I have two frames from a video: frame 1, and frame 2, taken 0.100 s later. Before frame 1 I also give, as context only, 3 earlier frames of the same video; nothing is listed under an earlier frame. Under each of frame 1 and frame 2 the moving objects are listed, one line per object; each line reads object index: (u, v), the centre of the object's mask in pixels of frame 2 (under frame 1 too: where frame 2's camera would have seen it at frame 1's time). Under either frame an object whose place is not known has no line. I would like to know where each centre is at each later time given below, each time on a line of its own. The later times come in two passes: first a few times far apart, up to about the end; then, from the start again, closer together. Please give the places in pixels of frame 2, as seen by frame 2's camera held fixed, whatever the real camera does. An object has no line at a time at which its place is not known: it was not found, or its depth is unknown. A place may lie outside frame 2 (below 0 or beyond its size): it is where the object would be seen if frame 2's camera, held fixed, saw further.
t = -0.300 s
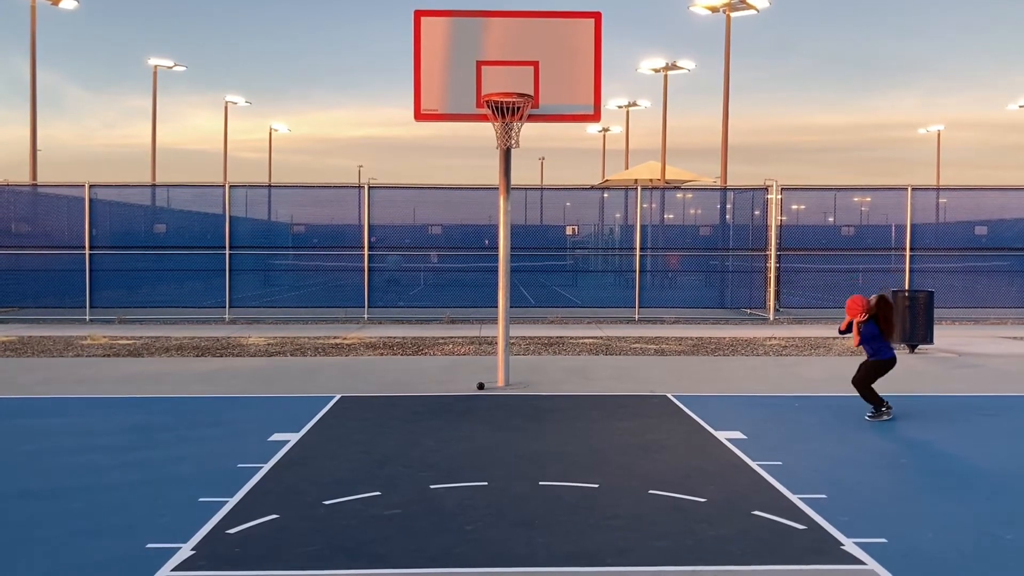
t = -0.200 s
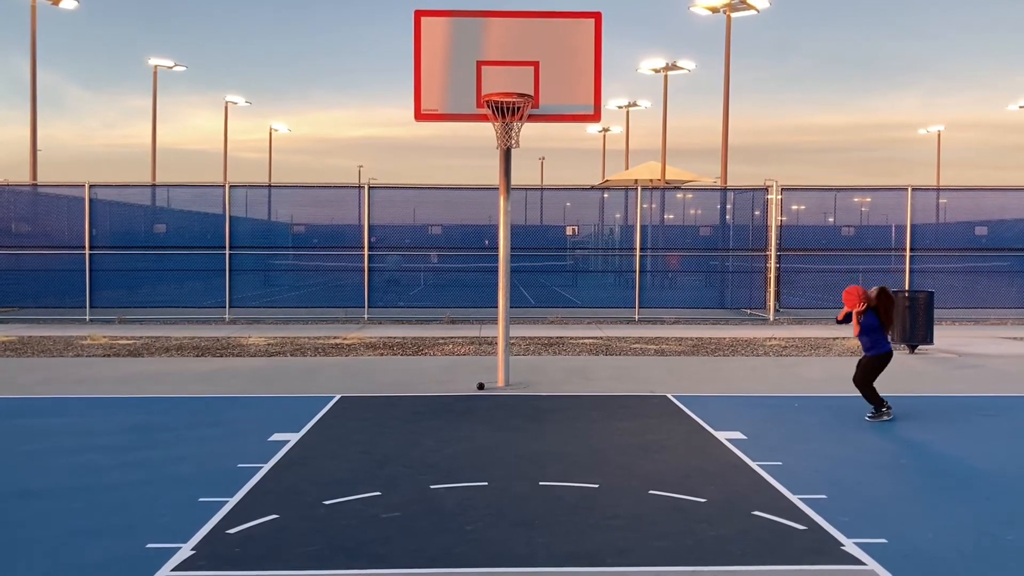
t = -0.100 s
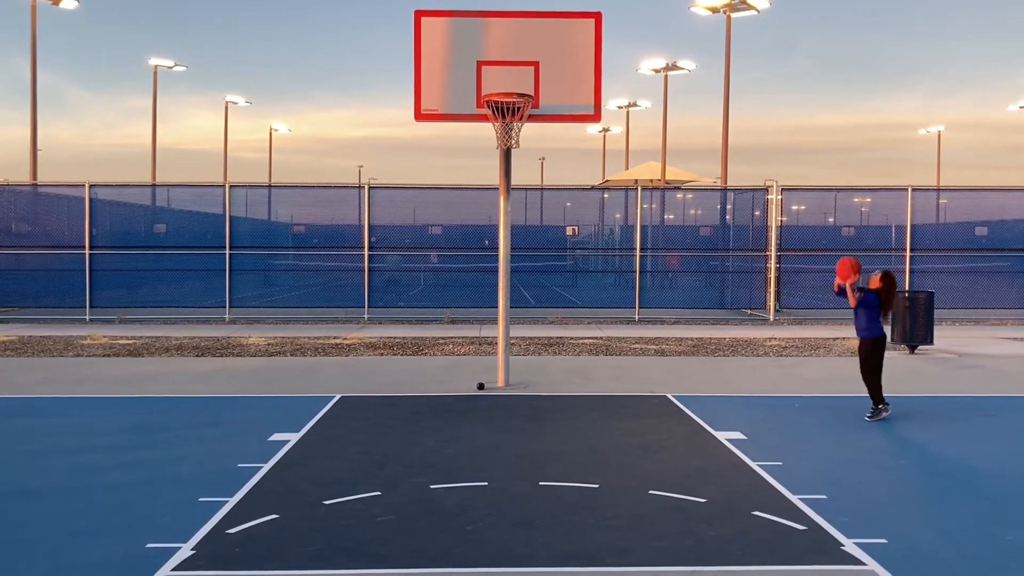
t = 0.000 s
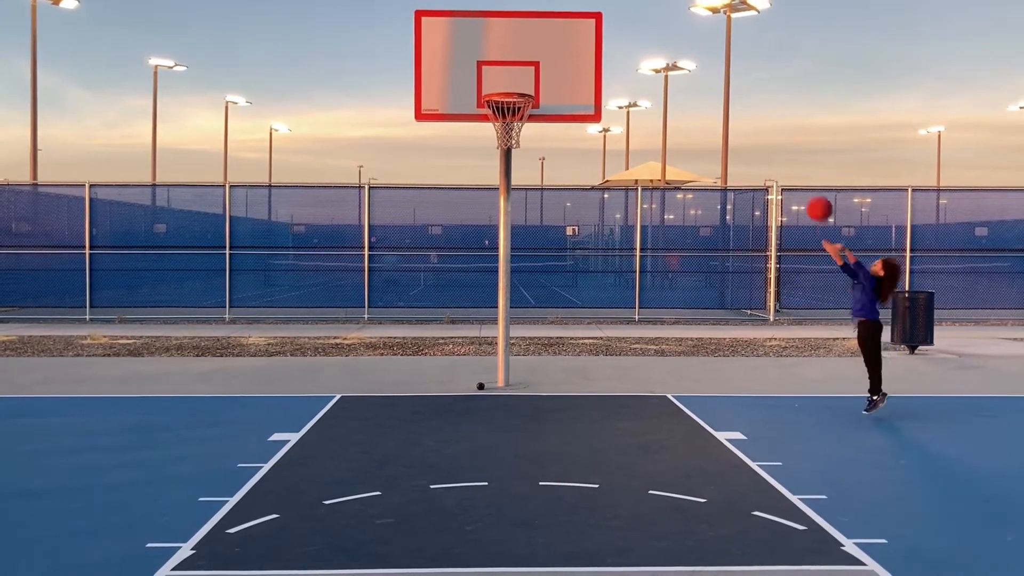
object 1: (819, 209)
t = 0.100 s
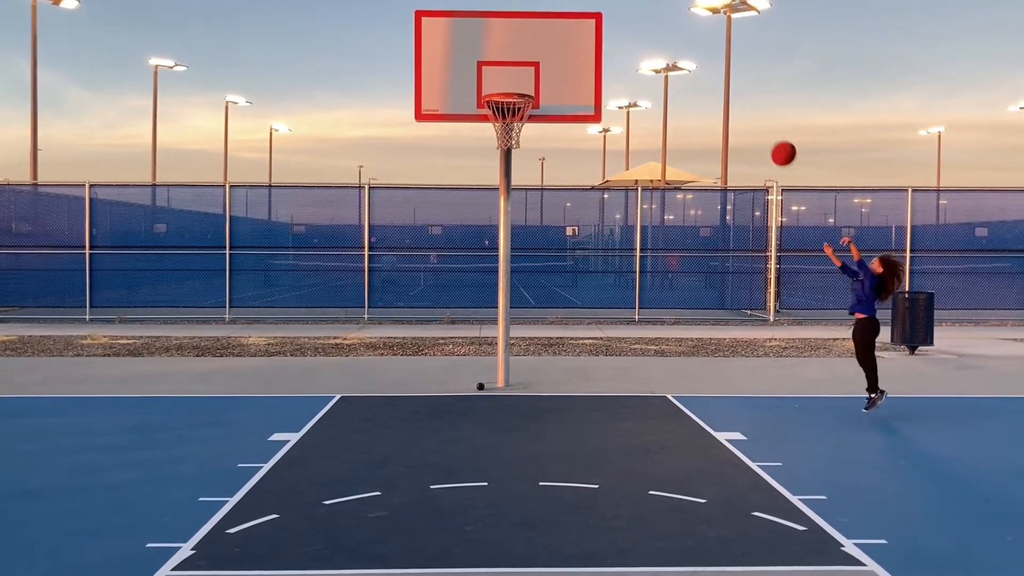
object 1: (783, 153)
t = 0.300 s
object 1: (711, 76)
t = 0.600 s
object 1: (604, 38)
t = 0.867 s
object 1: (509, 82)
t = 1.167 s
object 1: (499, 84)
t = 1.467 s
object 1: (506, 82)
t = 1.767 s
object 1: (522, 128)
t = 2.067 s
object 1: (500, 153)
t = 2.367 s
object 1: (484, 253)
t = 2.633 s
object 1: (470, 414)
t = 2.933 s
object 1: (464, 302)
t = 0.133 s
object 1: (771, 137)
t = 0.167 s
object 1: (759, 122)
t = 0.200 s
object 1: (747, 109)
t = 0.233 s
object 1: (736, 97)
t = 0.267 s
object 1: (723, 86)
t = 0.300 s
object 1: (711, 76)
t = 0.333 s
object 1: (700, 67)
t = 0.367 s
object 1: (687, 59)
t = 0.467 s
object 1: (651, 43)
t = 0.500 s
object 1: (639, 40)
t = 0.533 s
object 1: (627, 38)
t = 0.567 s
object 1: (615, 38)
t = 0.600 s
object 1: (604, 38)
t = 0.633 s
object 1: (592, 40)
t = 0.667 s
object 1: (580, 42)
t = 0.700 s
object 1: (568, 46)
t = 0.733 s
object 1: (556, 51)
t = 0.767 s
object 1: (544, 58)
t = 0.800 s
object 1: (532, 65)
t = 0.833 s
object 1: (521, 74)
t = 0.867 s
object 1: (509, 82)
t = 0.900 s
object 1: (497, 88)
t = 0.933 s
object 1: (502, 88)
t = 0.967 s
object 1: (510, 88)
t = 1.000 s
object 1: (514, 88)
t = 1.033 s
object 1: (513, 89)
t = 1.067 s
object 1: (513, 89)
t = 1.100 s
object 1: (509, 87)
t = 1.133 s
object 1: (504, 86)
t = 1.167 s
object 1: (499, 84)
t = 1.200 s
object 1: (495, 84)
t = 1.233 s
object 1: (495, 82)
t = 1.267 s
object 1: (497, 79)
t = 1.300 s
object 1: (498, 78)
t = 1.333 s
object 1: (500, 77)
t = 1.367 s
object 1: (501, 76)
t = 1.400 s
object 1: (503, 77)
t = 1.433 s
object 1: (504, 79)
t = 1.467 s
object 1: (506, 82)
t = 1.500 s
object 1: (507, 85)
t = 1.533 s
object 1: (509, 85)
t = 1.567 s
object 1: (510, 86)
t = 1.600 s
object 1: (512, 88)
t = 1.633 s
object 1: (514, 90)
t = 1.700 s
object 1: (515, 111)
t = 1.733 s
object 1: (519, 119)
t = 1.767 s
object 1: (522, 128)
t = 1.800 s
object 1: (518, 127)
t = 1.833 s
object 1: (517, 129)
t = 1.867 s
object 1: (516, 131)
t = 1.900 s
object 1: (514, 134)
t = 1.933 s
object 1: (514, 135)
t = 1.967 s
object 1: (506, 137)
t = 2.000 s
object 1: (504, 140)
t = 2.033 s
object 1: (502, 146)
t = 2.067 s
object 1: (500, 153)
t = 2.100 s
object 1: (498, 158)
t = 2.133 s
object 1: (496, 166)
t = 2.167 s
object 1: (494, 175)
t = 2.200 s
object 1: (493, 185)
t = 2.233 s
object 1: (491, 197)
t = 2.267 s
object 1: (489, 209)
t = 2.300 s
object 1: (488, 223)
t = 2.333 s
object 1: (486, 237)
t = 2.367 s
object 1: (484, 253)
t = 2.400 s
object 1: (482, 270)
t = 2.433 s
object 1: (480, 289)
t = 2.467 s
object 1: (479, 307)
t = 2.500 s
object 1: (477, 328)
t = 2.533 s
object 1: (475, 349)
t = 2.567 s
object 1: (473, 372)
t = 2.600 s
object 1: (471, 396)
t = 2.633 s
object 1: (470, 414)
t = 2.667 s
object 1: (469, 398)
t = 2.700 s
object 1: (469, 381)
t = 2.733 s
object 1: (468, 366)
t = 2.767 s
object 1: (467, 353)
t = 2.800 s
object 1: (467, 340)
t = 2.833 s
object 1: (466, 328)
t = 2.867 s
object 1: (466, 318)
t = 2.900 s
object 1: (465, 310)
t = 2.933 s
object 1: (464, 302)
